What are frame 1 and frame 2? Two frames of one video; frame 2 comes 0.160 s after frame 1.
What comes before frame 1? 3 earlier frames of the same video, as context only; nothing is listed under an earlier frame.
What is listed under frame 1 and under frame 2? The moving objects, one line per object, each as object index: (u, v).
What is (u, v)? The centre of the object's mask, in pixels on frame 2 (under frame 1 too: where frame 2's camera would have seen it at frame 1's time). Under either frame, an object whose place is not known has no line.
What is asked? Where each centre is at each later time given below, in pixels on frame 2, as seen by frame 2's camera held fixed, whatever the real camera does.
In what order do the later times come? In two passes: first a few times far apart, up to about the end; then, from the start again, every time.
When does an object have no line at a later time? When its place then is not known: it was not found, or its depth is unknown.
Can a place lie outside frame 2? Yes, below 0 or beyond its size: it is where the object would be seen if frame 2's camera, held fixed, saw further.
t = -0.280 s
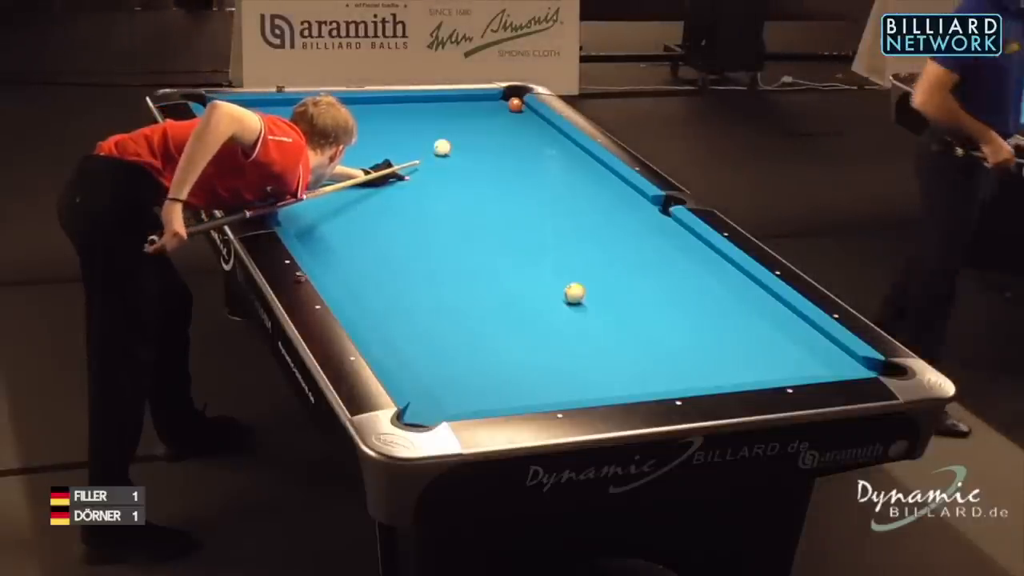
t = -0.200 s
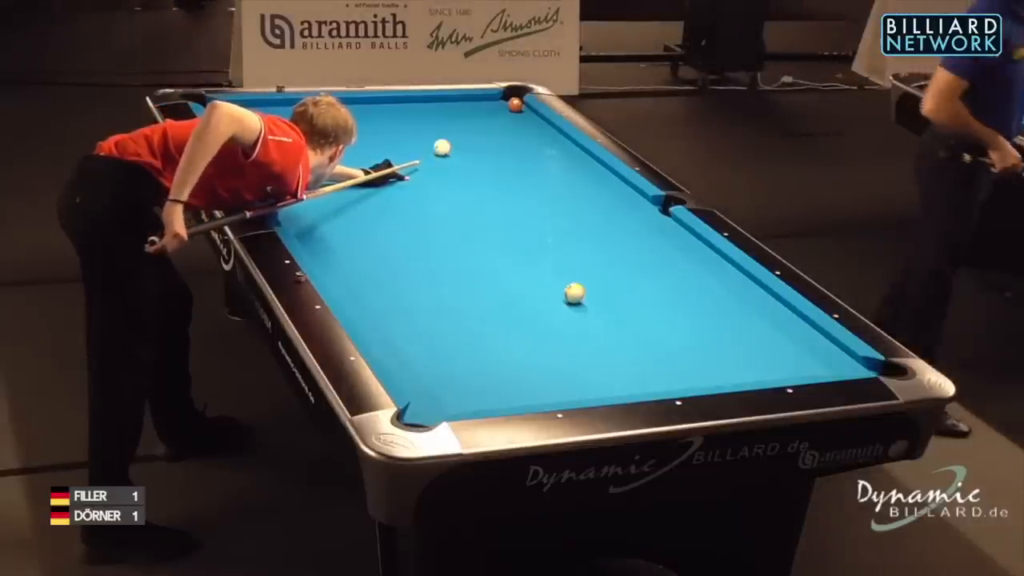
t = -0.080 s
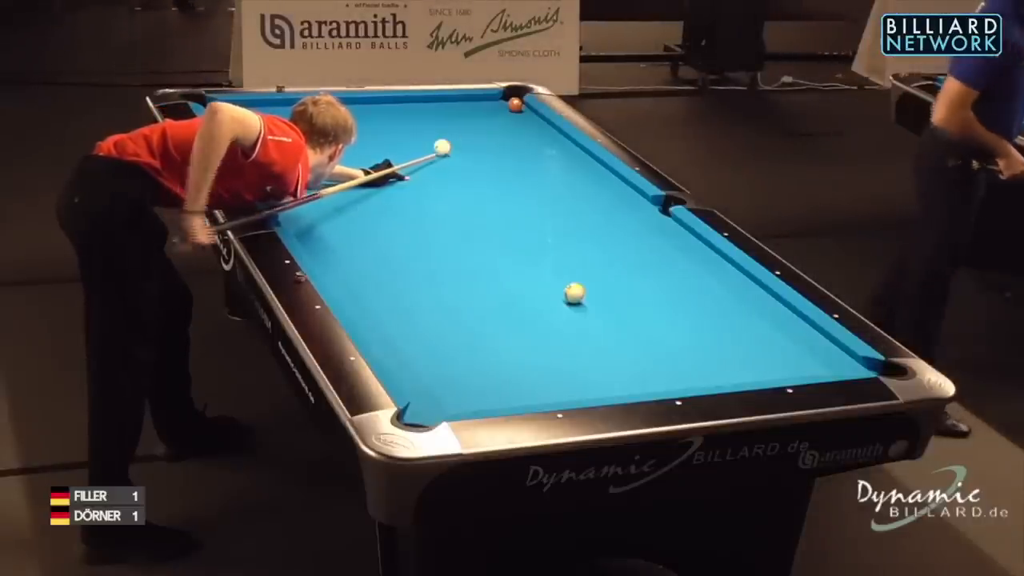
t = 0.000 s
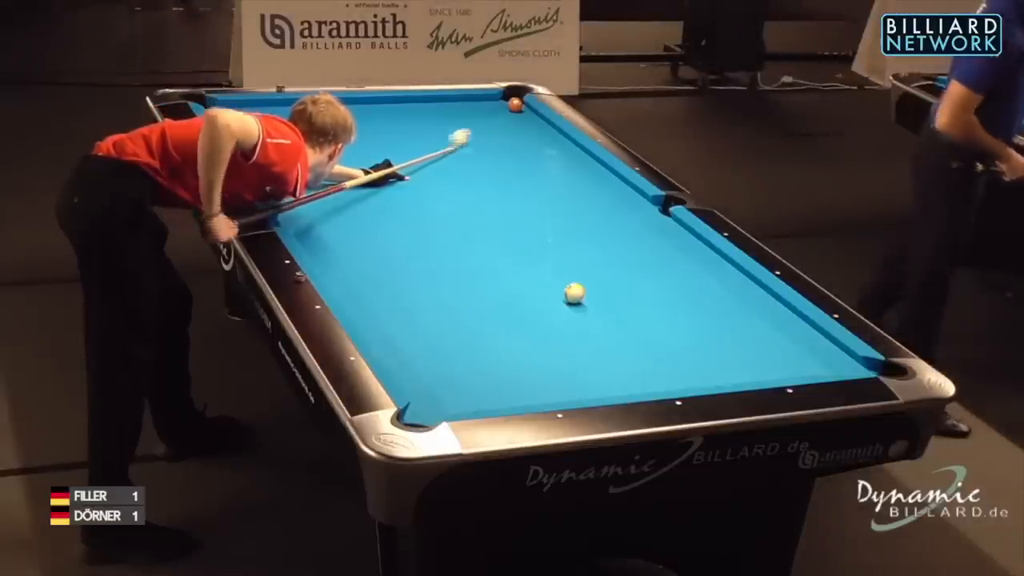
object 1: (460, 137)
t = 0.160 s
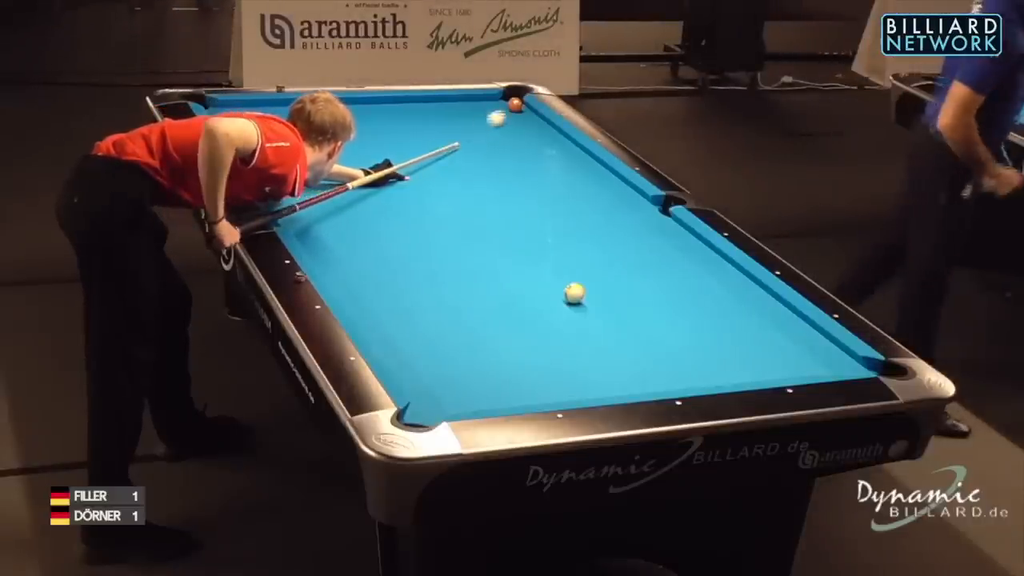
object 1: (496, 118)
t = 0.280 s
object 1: (518, 109)
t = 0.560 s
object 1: (523, 116)
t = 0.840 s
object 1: (515, 124)
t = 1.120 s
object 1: (506, 132)
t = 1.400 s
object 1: (498, 140)
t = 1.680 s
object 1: (489, 148)
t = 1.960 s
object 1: (481, 155)
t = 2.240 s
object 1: (474, 162)
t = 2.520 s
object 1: (466, 168)
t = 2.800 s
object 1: (459, 174)
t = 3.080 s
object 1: (452, 180)
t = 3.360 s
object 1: (446, 185)
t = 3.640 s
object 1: (440, 190)
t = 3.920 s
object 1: (435, 194)
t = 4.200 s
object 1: (430, 198)
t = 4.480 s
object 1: (426, 201)
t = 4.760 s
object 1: (422, 203)
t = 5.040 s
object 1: (420, 205)
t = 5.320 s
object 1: (418, 206)
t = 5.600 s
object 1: (418, 207)
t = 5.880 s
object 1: (417, 207)
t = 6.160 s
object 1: (418, 207)
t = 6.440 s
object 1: (418, 207)
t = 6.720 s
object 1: (417, 207)
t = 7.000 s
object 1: (417, 207)
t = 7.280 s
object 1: (418, 207)
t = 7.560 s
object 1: (417, 207)
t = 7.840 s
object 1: (418, 207)
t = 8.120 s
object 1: (417, 207)
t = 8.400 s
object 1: (418, 207)
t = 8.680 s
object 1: (417, 207)
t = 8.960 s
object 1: (417, 207)
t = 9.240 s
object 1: (418, 207)
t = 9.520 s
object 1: (418, 207)
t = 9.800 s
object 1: (418, 207)
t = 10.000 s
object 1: (418, 207)
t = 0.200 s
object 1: (504, 114)
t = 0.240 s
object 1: (511, 110)
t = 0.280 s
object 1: (518, 109)
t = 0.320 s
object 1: (524, 110)
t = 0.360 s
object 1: (529, 110)
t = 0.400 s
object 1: (528, 111)
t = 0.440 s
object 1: (527, 113)
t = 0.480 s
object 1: (525, 114)
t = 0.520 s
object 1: (524, 115)
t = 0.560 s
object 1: (523, 116)
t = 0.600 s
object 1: (522, 117)
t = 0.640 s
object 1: (521, 118)
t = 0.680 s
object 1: (519, 120)
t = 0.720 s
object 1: (518, 121)
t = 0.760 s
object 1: (517, 122)
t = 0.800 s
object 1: (516, 123)
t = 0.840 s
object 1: (515, 124)
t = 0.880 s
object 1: (513, 125)
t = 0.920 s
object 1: (512, 126)
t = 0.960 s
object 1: (511, 128)
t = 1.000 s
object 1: (510, 129)
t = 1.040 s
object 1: (508, 130)
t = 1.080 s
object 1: (507, 131)
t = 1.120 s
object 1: (506, 132)
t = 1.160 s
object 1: (505, 133)
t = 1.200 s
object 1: (504, 135)
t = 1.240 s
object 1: (502, 136)
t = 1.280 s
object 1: (501, 137)
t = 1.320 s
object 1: (500, 138)
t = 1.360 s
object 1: (499, 139)
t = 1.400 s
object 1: (498, 140)
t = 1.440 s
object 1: (496, 141)
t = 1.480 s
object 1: (495, 142)
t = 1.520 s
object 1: (494, 143)
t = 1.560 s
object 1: (493, 144)
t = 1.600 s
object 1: (492, 146)
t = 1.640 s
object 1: (491, 146)
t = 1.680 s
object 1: (489, 148)
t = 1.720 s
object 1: (488, 149)
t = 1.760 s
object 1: (487, 149)
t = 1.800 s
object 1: (486, 150)
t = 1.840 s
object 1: (485, 152)
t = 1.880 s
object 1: (484, 153)
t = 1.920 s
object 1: (483, 154)
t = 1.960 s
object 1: (481, 155)
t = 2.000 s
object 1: (481, 156)
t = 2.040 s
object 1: (479, 157)
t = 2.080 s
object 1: (478, 158)
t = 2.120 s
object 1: (477, 159)
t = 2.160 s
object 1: (476, 160)
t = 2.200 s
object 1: (475, 161)
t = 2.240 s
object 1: (474, 162)
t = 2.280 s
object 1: (473, 163)
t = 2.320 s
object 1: (471, 164)
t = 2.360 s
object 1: (470, 164)
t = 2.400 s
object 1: (469, 165)
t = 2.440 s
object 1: (468, 166)
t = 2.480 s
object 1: (467, 167)
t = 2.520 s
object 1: (466, 168)
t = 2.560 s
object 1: (465, 169)
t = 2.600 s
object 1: (464, 170)
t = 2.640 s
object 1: (463, 171)
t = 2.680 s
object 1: (462, 172)
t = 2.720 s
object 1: (461, 172)
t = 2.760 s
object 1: (460, 173)
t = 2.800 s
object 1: (459, 174)
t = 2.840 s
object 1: (458, 175)
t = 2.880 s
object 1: (457, 176)
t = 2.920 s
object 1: (456, 177)
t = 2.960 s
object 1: (455, 177)
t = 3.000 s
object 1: (454, 178)
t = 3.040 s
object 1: (453, 179)
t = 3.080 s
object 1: (452, 180)
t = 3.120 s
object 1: (451, 181)
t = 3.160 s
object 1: (450, 182)
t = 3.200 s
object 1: (450, 182)
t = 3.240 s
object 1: (449, 183)
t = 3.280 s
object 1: (448, 183)
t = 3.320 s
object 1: (447, 184)
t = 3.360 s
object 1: (446, 185)
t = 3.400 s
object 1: (445, 186)
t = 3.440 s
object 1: (444, 186)
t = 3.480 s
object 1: (443, 187)
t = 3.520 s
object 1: (443, 188)
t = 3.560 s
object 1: (442, 189)
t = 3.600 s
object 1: (441, 189)
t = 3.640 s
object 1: (440, 190)
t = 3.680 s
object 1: (439, 190)
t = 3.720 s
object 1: (439, 191)
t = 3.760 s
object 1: (438, 192)
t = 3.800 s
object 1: (437, 192)
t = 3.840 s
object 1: (437, 193)
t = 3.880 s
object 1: (436, 193)
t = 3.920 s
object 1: (435, 194)
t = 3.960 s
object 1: (434, 195)
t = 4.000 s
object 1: (434, 195)
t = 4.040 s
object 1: (433, 196)
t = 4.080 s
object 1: (432, 196)
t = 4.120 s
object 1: (431, 197)
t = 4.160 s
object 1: (431, 197)
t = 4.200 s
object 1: (430, 198)
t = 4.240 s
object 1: (430, 198)
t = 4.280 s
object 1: (429, 198)
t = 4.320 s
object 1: (429, 199)
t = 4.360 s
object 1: (428, 199)
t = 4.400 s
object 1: (427, 200)
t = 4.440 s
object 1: (427, 200)
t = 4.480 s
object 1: (426, 201)
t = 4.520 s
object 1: (426, 201)
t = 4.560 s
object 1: (425, 201)
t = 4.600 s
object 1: (424, 202)
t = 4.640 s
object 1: (424, 202)
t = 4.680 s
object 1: (423, 202)
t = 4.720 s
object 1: (423, 203)
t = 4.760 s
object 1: (422, 203)
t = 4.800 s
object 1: (422, 203)
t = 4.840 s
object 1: (422, 203)
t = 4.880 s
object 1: (421, 204)
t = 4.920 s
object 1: (421, 204)
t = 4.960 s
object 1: (420, 204)
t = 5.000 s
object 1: (420, 205)
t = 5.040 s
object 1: (420, 205)
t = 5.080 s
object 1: (419, 205)
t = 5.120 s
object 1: (419, 205)
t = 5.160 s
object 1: (419, 206)
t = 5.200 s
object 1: (418, 206)
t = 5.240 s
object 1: (418, 206)
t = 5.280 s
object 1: (418, 206)
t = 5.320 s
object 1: (418, 206)
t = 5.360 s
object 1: (418, 206)
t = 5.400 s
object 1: (418, 207)
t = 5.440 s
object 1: (418, 207)
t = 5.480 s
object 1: (418, 207)
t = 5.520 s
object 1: (418, 207)
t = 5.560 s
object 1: (418, 207)
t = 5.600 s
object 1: (418, 207)
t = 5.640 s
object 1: (417, 207)
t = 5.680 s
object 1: (418, 207)
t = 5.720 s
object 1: (418, 207)
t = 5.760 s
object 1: (418, 207)
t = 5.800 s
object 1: (417, 207)
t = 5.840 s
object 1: (418, 207)
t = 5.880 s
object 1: (417, 207)
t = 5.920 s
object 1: (417, 207)
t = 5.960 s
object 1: (418, 207)
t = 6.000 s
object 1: (417, 207)
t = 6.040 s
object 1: (418, 207)
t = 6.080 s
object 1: (417, 207)
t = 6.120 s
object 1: (418, 207)
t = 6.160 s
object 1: (418, 207)
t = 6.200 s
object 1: (417, 207)
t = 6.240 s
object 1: (417, 207)
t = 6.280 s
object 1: (417, 207)
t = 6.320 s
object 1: (417, 207)
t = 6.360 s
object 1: (417, 207)
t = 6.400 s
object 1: (417, 207)
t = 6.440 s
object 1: (418, 207)
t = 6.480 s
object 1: (417, 207)
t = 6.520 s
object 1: (417, 207)
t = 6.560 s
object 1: (417, 207)
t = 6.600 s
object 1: (417, 207)
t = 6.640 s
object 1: (417, 207)
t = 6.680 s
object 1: (417, 207)
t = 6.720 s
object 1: (417, 207)
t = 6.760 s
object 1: (417, 207)
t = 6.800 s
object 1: (417, 207)
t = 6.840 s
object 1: (417, 207)
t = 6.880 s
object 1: (417, 207)
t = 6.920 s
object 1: (417, 207)
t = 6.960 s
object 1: (418, 207)
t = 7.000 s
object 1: (417, 207)
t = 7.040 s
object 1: (417, 207)
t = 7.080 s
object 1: (417, 207)
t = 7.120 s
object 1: (417, 207)
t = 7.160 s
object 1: (417, 207)
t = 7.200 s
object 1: (417, 207)
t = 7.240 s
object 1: (417, 207)
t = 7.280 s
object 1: (418, 207)
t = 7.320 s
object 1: (418, 207)
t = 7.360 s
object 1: (417, 207)
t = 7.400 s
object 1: (417, 207)
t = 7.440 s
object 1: (417, 207)
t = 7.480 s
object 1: (417, 207)
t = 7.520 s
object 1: (417, 207)
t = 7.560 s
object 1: (417, 207)
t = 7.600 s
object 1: (417, 207)
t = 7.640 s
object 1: (417, 207)
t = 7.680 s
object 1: (417, 207)
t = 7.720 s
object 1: (417, 207)
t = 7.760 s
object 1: (417, 207)
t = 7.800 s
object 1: (418, 207)
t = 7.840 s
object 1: (418, 207)
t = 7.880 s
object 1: (418, 207)
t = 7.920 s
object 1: (418, 207)
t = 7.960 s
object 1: (418, 207)
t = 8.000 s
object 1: (418, 207)
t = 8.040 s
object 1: (417, 207)
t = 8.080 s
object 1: (417, 207)
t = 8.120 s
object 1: (417, 207)
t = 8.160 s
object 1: (417, 207)
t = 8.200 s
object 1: (417, 207)
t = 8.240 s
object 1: (418, 207)
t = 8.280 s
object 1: (418, 207)
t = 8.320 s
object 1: (418, 207)
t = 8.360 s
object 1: (418, 207)
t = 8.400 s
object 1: (418, 207)
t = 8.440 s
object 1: (417, 207)
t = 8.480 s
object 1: (418, 207)
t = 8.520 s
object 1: (417, 207)
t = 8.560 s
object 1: (418, 207)
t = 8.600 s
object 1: (418, 207)
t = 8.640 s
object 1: (417, 207)
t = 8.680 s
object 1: (417, 207)
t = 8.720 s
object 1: (418, 207)
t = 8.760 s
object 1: (417, 207)
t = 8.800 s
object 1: (418, 207)
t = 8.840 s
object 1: (417, 207)
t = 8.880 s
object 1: (417, 207)
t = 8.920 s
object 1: (418, 207)
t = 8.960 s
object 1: (417, 207)
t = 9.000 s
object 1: (417, 207)
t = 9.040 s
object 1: (417, 207)
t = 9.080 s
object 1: (418, 207)
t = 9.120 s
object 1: (417, 207)
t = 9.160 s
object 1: (417, 207)
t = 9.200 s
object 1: (418, 207)
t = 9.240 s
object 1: (418, 207)
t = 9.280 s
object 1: (418, 207)
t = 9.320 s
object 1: (418, 207)
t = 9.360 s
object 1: (418, 207)
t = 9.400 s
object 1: (418, 207)
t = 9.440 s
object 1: (418, 207)
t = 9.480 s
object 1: (418, 207)
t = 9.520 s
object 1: (418, 207)
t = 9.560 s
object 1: (418, 207)
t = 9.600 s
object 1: (418, 207)
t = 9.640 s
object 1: (418, 207)
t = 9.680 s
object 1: (418, 207)
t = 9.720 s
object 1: (418, 207)
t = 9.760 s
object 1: (418, 207)
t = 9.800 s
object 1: (418, 207)
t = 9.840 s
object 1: (418, 207)
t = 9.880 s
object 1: (418, 207)
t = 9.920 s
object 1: (418, 207)
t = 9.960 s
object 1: (418, 207)
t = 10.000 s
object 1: (418, 207)
